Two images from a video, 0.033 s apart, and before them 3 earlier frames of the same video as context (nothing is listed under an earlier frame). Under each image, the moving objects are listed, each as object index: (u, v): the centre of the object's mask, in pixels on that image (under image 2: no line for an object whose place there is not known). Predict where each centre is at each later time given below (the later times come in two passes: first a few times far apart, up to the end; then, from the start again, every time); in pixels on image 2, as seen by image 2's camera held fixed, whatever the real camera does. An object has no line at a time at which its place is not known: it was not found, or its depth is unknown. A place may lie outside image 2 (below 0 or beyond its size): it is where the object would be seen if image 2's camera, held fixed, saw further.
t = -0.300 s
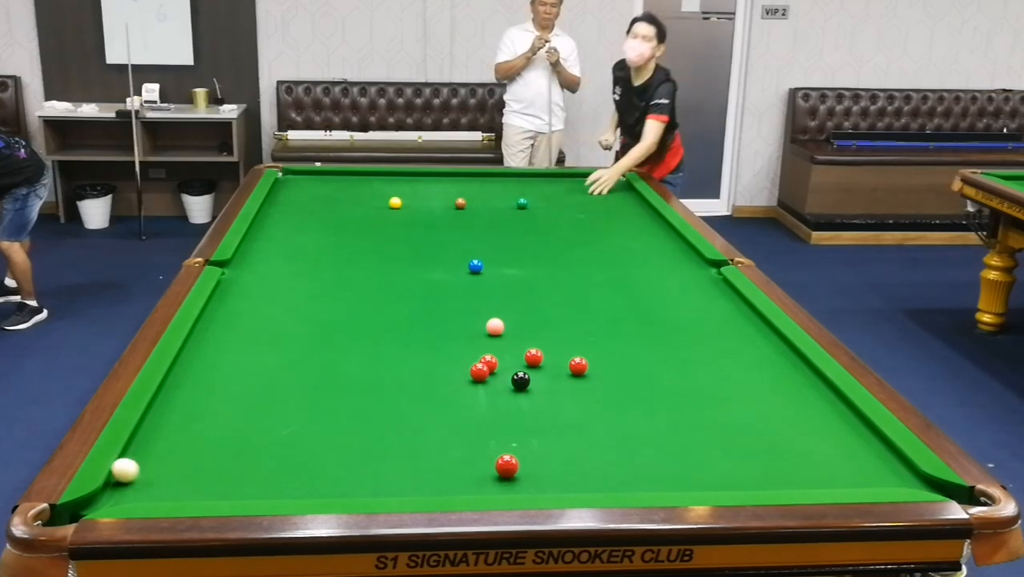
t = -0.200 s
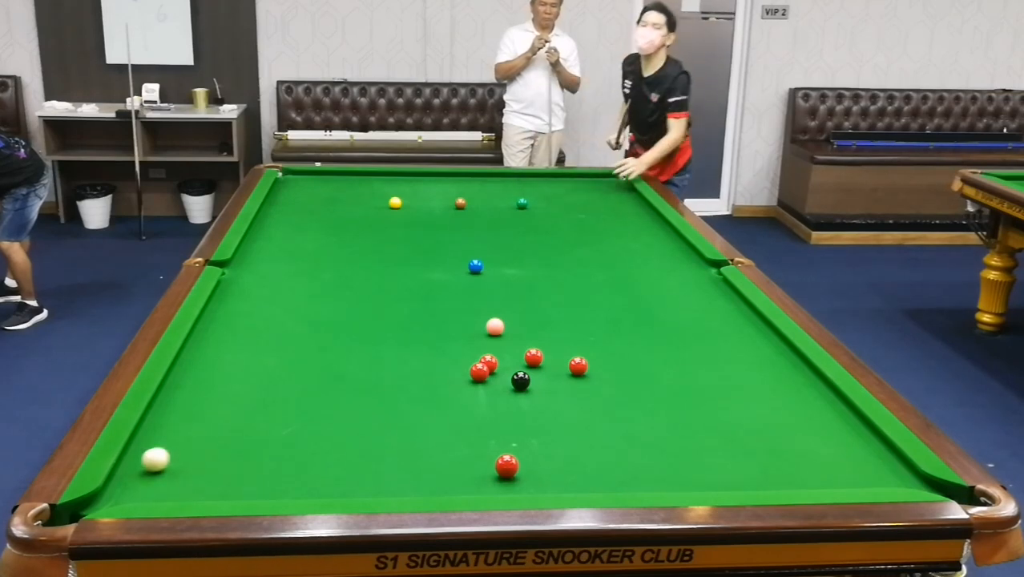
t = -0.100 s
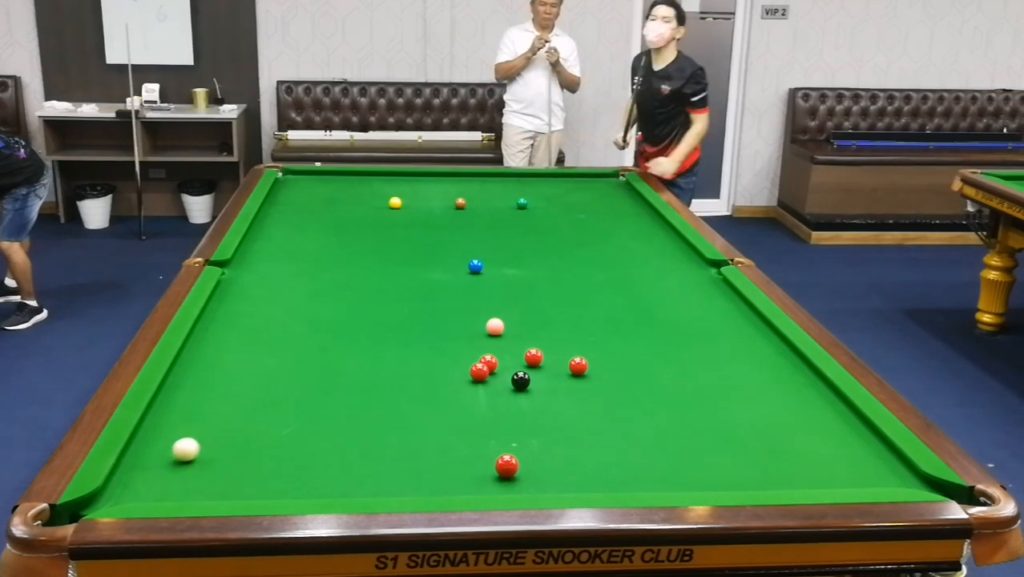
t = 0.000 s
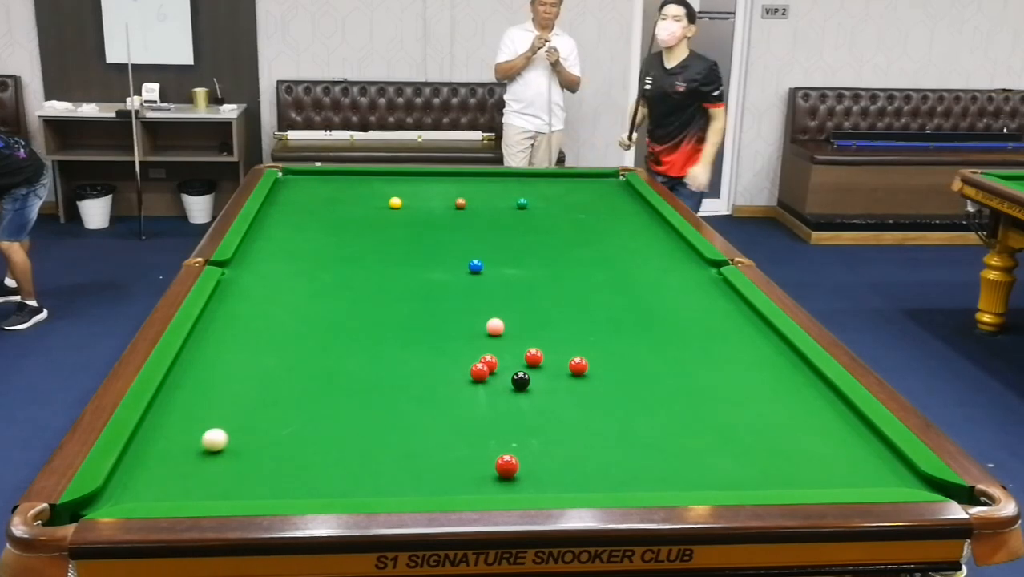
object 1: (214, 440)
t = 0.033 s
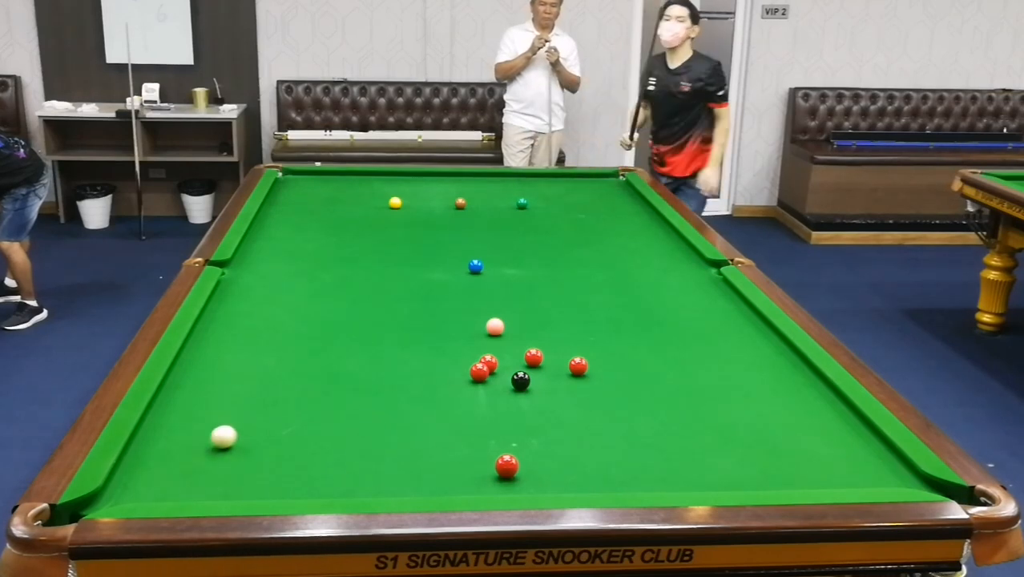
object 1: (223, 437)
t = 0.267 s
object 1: (284, 417)
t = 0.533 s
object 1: (345, 397)
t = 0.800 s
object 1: (398, 378)
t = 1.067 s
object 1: (444, 363)
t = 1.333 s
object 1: (485, 347)
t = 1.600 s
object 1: (522, 336)
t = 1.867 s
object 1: (555, 325)
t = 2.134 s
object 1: (584, 315)
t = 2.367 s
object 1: (608, 307)
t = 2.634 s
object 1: (633, 299)
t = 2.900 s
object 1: (654, 291)
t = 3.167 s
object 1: (674, 284)
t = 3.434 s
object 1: (693, 278)
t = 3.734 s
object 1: (711, 272)
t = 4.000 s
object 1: (706, 267)
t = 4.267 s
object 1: (699, 262)
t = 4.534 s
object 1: (692, 258)
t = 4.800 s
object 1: (687, 255)
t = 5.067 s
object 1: (681, 252)
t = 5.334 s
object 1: (677, 249)
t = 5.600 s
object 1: (673, 247)
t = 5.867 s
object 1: (671, 245)
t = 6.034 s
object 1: (669, 244)
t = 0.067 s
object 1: (232, 435)
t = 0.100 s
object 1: (241, 431)
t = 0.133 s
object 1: (250, 428)
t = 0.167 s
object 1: (258, 426)
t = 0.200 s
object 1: (267, 423)
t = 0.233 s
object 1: (276, 420)
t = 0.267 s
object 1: (284, 417)
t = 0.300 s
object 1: (291, 415)
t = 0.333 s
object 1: (300, 412)
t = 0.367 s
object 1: (307, 409)
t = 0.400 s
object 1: (315, 407)
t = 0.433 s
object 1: (323, 404)
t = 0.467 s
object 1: (330, 401)
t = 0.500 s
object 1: (337, 399)
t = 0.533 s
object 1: (345, 397)
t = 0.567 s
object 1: (352, 394)
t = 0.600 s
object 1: (359, 392)
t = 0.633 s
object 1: (366, 389)
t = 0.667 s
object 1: (373, 387)
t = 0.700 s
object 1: (379, 385)
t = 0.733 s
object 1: (386, 383)
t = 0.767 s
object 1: (392, 381)
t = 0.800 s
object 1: (398, 378)
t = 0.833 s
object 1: (404, 376)
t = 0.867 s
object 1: (410, 374)
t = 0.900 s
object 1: (416, 372)
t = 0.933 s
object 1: (422, 370)
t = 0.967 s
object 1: (428, 368)
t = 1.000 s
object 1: (433, 366)
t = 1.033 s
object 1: (439, 364)
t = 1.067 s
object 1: (444, 363)
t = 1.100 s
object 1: (450, 361)
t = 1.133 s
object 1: (455, 359)
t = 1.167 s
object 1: (460, 357)
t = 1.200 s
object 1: (466, 355)
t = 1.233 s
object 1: (470, 353)
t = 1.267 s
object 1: (475, 351)
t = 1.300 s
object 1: (480, 349)
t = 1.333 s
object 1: (485, 347)
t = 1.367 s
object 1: (491, 346)
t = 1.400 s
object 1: (495, 345)
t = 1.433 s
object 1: (500, 344)
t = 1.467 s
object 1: (504, 342)
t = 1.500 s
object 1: (509, 340)
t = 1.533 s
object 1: (513, 339)
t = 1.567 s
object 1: (518, 338)
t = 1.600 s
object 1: (522, 336)
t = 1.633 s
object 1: (526, 335)
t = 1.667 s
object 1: (531, 333)
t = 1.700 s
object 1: (535, 332)
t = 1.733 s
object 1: (539, 330)
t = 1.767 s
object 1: (543, 329)
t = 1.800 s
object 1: (547, 328)
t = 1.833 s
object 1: (551, 326)
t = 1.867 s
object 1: (555, 325)
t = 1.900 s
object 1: (559, 324)
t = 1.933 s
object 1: (563, 322)
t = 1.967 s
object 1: (566, 321)
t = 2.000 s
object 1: (570, 320)
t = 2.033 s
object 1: (574, 319)
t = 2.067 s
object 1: (578, 317)
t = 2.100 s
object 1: (581, 316)
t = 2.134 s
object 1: (584, 315)
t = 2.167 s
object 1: (588, 314)
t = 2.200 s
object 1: (592, 313)
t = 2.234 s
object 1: (595, 312)
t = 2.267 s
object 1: (598, 310)
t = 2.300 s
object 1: (602, 309)
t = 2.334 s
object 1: (605, 308)
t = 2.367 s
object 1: (608, 307)
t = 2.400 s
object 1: (611, 306)
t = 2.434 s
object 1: (614, 305)
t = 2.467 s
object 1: (618, 304)
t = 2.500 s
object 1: (621, 303)
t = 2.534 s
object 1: (624, 302)
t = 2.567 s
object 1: (627, 301)
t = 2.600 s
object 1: (630, 300)
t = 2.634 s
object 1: (633, 299)
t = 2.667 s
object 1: (635, 298)
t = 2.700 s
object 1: (638, 297)
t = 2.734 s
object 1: (641, 296)
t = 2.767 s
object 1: (644, 295)
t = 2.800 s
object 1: (647, 294)
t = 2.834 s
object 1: (649, 293)
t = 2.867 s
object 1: (652, 292)
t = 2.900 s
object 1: (654, 291)
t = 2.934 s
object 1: (657, 290)
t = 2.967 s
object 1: (660, 290)
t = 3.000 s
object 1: (662, 289)
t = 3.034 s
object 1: (665, 288)
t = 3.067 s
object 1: (667, 287)
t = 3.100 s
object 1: (670, 286)
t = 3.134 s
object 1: (672, 285)
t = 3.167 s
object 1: (674, 284)
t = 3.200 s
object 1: (677, 284)
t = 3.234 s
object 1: (679, 283)
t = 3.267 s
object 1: (682, 282)
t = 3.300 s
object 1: (684, 281)
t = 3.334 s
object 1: (686, 280)
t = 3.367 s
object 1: (688, 280)
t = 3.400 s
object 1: (690, 279)
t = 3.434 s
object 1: (693, 278)
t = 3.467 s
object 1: (695, 277)
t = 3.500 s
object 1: (697, 277)
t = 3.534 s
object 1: (699, 276)
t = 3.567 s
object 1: (701, 275)
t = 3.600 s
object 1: (703, 275)
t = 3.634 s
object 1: (705, 274)
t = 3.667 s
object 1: (707, 273)
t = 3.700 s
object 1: (709, 273)
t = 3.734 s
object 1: (711, 272)
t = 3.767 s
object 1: (712, 271)
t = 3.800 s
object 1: (712, 270)
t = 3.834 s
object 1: (711, 270)
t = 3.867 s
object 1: (710, 269)
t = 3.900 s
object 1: (709, 268)
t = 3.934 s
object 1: (708, 268)
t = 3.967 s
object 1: (707, 267)
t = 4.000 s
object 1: (706, 267)
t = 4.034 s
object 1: (705, 266)
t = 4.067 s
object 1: (704, 266)
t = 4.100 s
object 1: (703, 265)
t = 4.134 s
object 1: (702, 264)
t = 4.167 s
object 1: (701, 264)
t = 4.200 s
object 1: (700, 263)
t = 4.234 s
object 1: (699, 262)
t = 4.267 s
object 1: (699, 262)
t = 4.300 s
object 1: (698, 261)
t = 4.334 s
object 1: (697, 261)
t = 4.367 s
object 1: (696, 260)
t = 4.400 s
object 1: (696, 260)
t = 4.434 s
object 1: (695, 259)
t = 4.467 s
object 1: (694, 259)
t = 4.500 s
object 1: (693, 258)
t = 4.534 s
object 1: (692, 258)
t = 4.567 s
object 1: (692, 257)
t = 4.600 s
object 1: (691, 257)
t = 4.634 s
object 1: (690, 256)
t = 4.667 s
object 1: (690, 256)
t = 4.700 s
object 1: (689, 256)
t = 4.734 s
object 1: (688, 255)
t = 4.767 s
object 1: (687, 255)
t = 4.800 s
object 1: (687, 255)
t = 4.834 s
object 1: (686, 254)
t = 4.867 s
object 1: (685, 254)
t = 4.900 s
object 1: (685, 254)
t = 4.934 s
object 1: (684, 253)
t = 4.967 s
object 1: (683, 253)
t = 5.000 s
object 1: (683, 252)
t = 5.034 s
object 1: (682, 252)
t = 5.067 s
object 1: (681, 252)
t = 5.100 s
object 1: (681, 251)
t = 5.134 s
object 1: (680, 251)
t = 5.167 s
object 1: (680, 251)
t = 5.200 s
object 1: (679, 250)
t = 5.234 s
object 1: (679, 250)
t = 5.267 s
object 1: (678, 250)
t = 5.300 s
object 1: (678, 249)
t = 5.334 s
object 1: (677, 249)
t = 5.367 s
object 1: (677, 249)
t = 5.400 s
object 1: (676, 248)
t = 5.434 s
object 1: (676, 248)
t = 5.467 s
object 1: (675, 248)
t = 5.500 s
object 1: (675, 248)
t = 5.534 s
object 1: (674, 248)
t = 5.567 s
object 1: (674, 248)
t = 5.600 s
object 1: (673, 247)
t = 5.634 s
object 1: (673, 247)
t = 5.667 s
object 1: (673, 246)
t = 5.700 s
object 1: (672, 246)
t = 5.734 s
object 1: (672, 246)
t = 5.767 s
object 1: (672, 246)
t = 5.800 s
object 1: (671, 246)
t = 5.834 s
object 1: (671, 245)
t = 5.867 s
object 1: (671, 245)
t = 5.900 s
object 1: (670, 245)
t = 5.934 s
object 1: (670, 245)
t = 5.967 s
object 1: (670, 245)
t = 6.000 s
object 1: (670, 244)
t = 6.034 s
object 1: (669, 244)
